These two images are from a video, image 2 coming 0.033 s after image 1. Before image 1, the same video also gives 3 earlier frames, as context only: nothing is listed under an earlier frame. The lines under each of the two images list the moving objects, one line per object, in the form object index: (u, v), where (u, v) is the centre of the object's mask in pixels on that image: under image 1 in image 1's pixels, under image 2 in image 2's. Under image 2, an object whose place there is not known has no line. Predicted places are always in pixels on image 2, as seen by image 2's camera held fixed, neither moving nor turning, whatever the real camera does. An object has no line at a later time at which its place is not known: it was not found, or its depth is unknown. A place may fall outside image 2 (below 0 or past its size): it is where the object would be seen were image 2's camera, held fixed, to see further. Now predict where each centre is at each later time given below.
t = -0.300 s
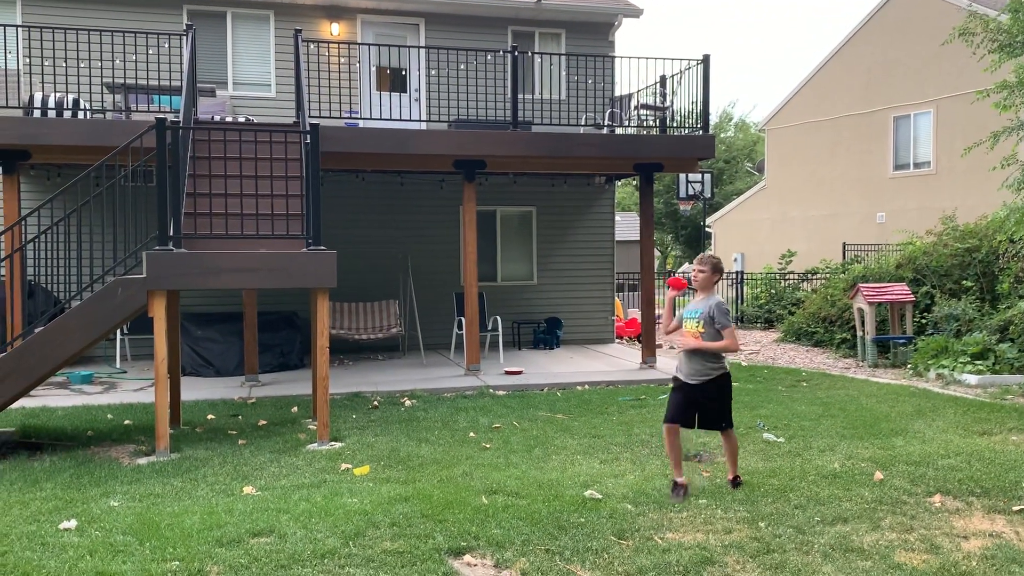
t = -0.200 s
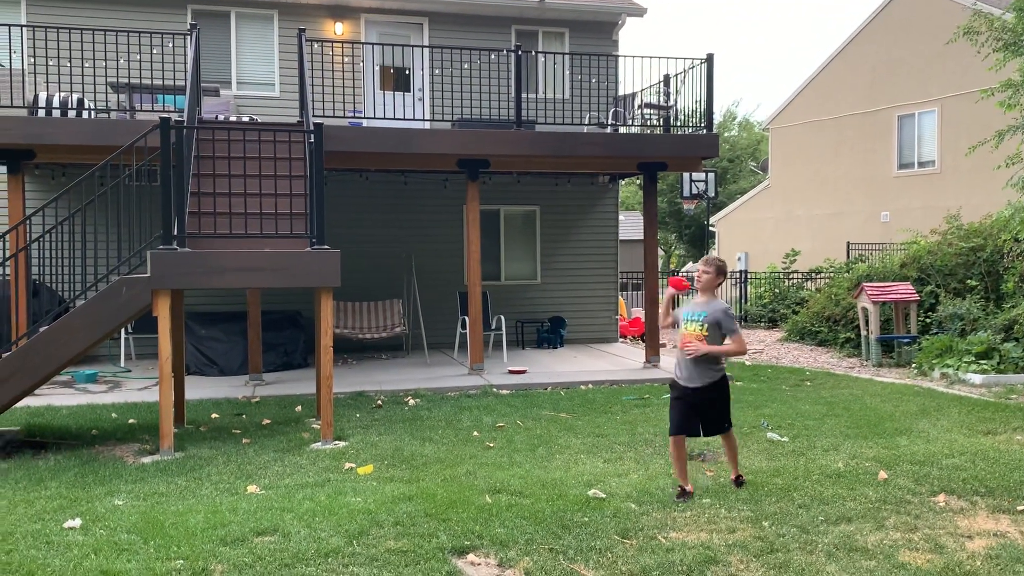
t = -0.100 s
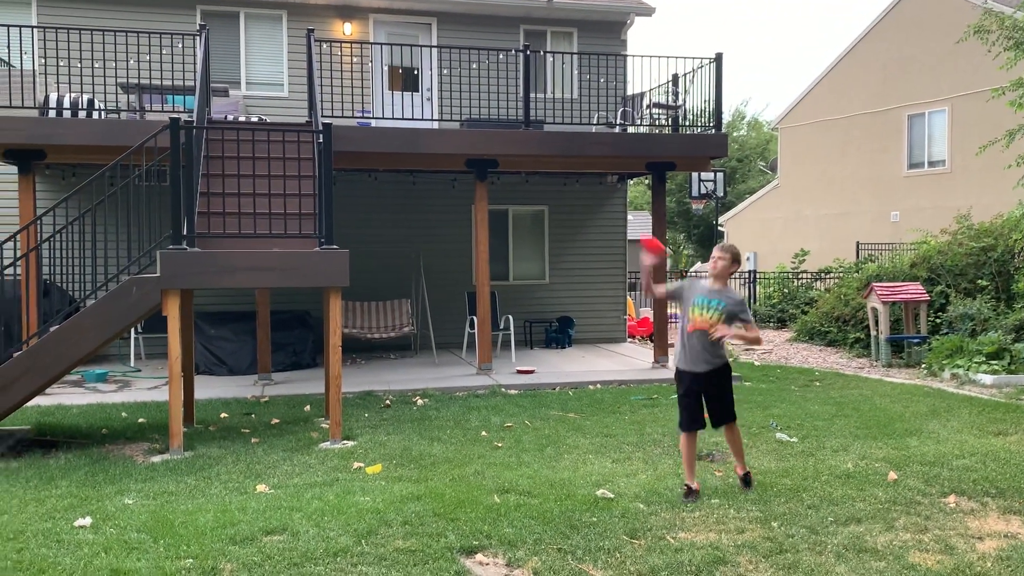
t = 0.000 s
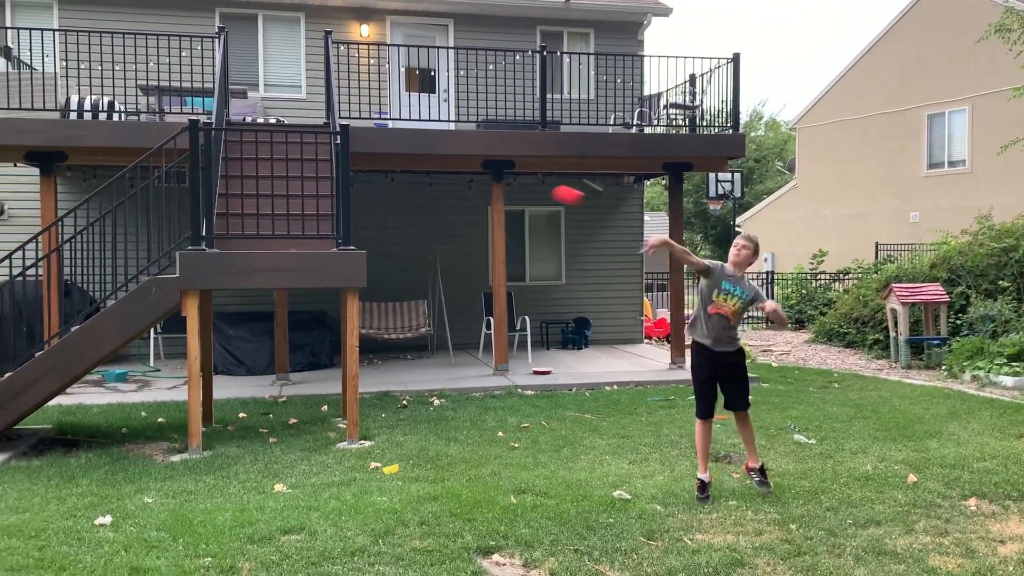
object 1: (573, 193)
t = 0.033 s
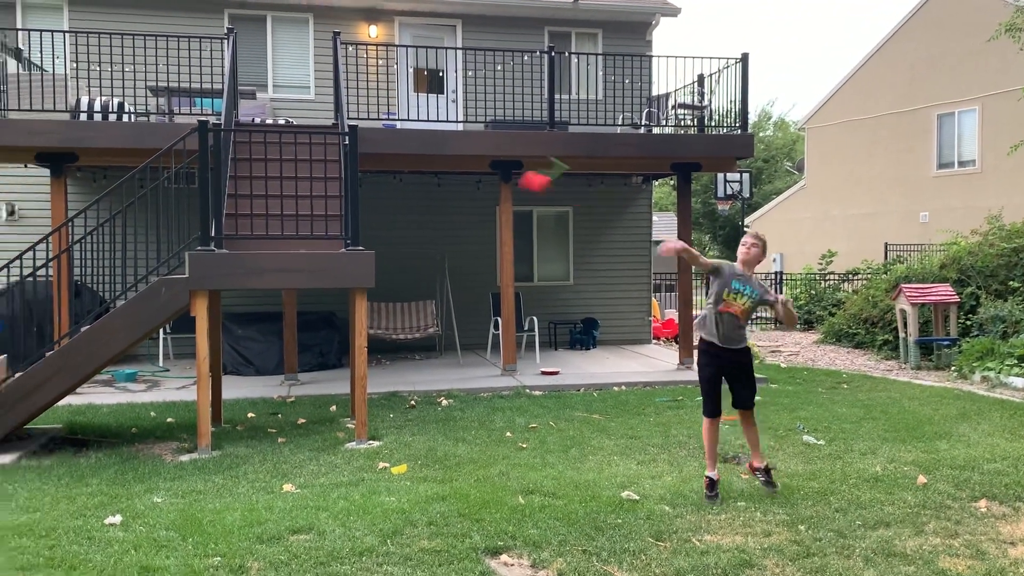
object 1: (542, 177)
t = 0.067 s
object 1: (502, 163)
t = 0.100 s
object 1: (456, 153)
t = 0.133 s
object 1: (405, 144)
